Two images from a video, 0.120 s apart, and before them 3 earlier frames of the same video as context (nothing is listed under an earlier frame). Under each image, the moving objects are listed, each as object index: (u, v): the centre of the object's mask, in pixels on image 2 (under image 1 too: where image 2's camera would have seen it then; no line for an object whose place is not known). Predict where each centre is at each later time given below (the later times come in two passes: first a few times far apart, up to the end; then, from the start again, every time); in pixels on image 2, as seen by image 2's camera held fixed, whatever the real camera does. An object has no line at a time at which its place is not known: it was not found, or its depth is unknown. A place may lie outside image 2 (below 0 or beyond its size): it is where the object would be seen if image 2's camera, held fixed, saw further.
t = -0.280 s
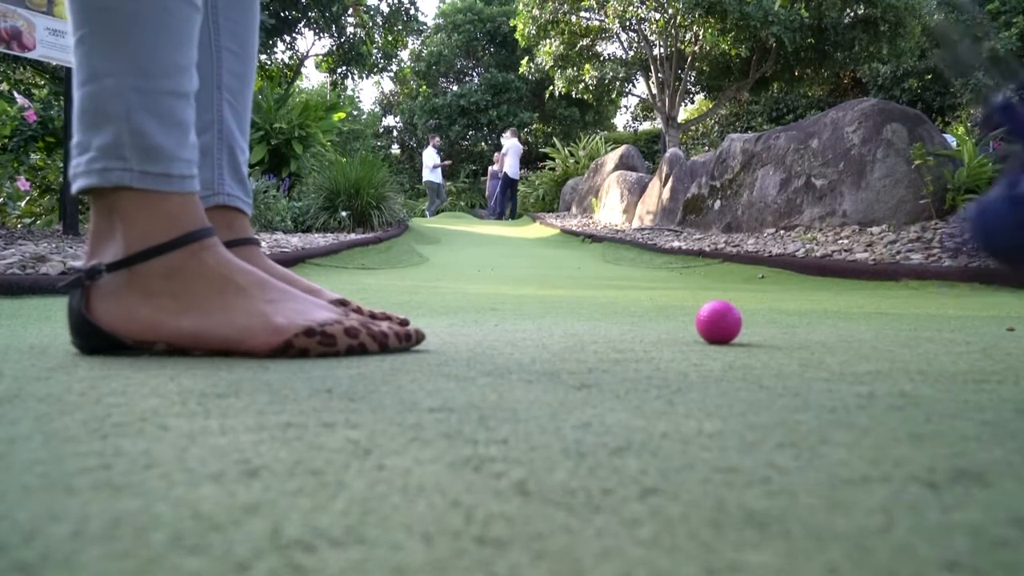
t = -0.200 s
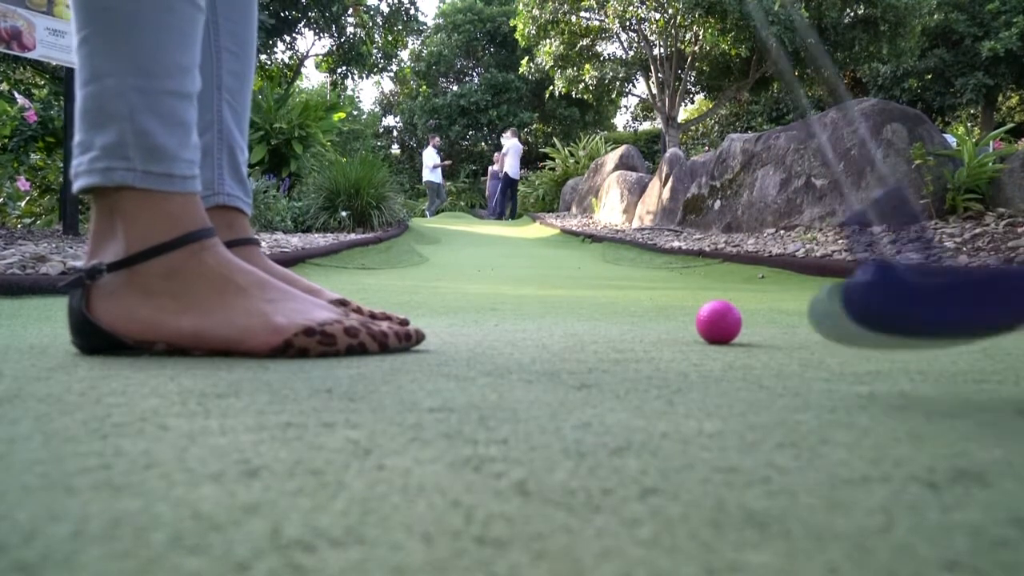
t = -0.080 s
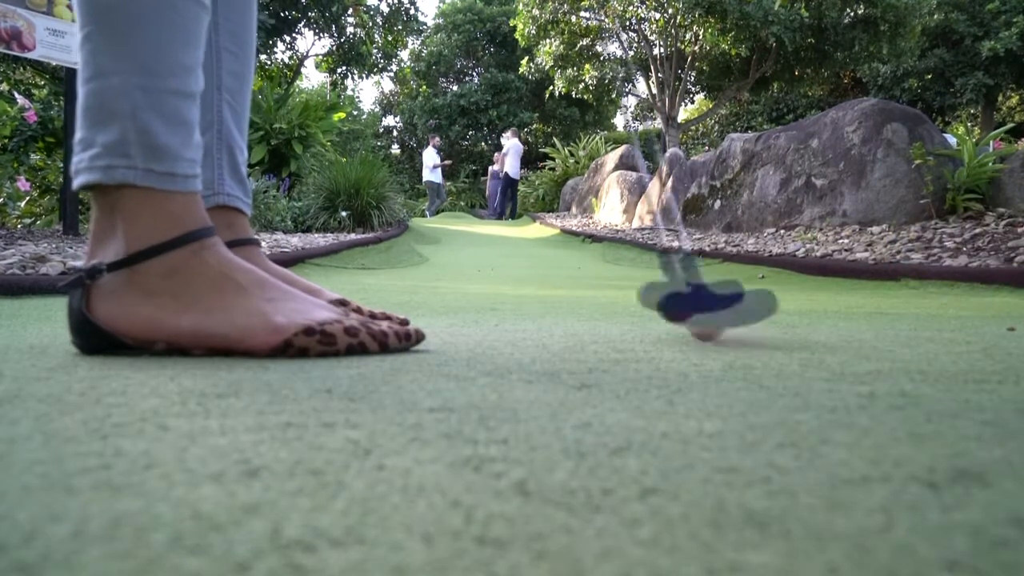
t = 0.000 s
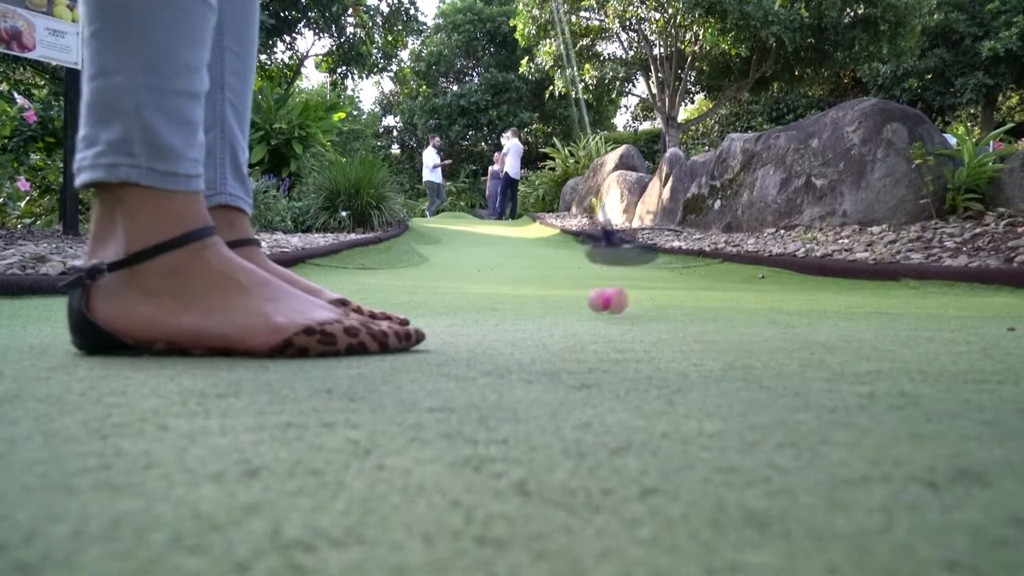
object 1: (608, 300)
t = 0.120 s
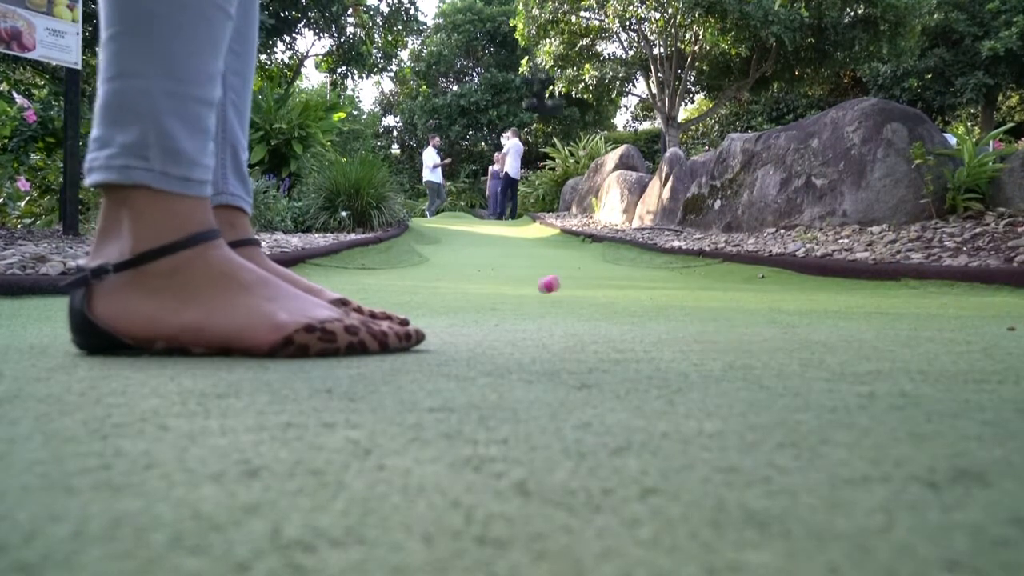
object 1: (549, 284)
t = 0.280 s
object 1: (514, 281)
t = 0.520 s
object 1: (490, 272)
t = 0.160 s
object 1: (537, 289)
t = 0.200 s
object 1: (528, 282)
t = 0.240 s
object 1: (521, 279)
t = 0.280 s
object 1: (514, 281)
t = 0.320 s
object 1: (509, 280)
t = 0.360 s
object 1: (504, 275)
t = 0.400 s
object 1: (500, 276)
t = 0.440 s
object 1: (496, 274)
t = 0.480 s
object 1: (493, 272)
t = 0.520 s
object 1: (490, 272)
